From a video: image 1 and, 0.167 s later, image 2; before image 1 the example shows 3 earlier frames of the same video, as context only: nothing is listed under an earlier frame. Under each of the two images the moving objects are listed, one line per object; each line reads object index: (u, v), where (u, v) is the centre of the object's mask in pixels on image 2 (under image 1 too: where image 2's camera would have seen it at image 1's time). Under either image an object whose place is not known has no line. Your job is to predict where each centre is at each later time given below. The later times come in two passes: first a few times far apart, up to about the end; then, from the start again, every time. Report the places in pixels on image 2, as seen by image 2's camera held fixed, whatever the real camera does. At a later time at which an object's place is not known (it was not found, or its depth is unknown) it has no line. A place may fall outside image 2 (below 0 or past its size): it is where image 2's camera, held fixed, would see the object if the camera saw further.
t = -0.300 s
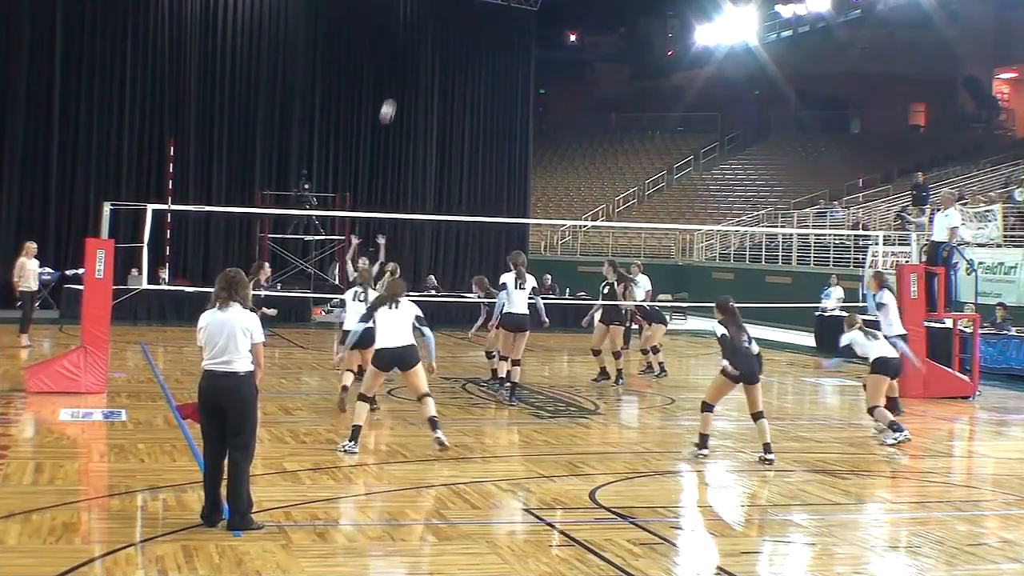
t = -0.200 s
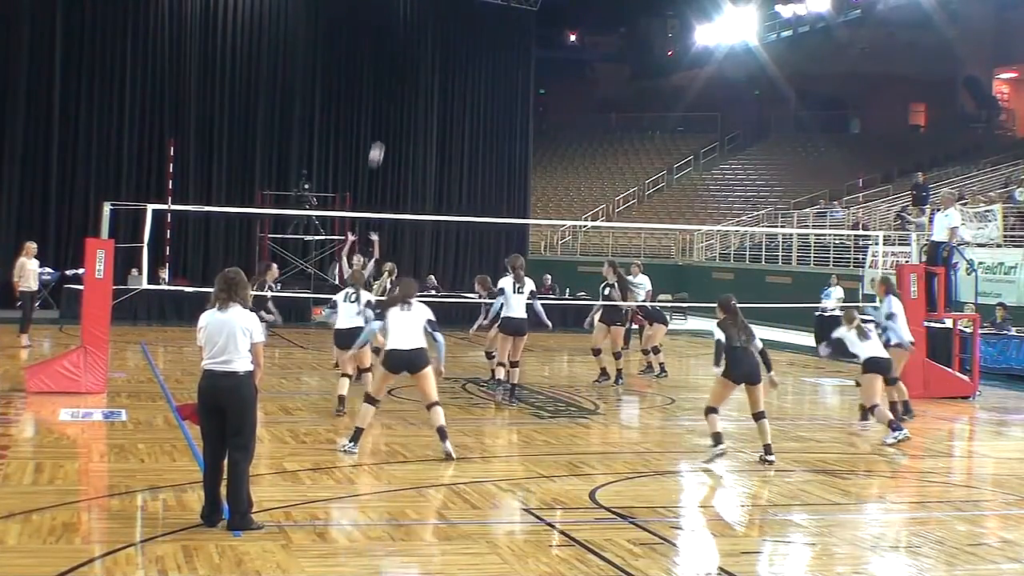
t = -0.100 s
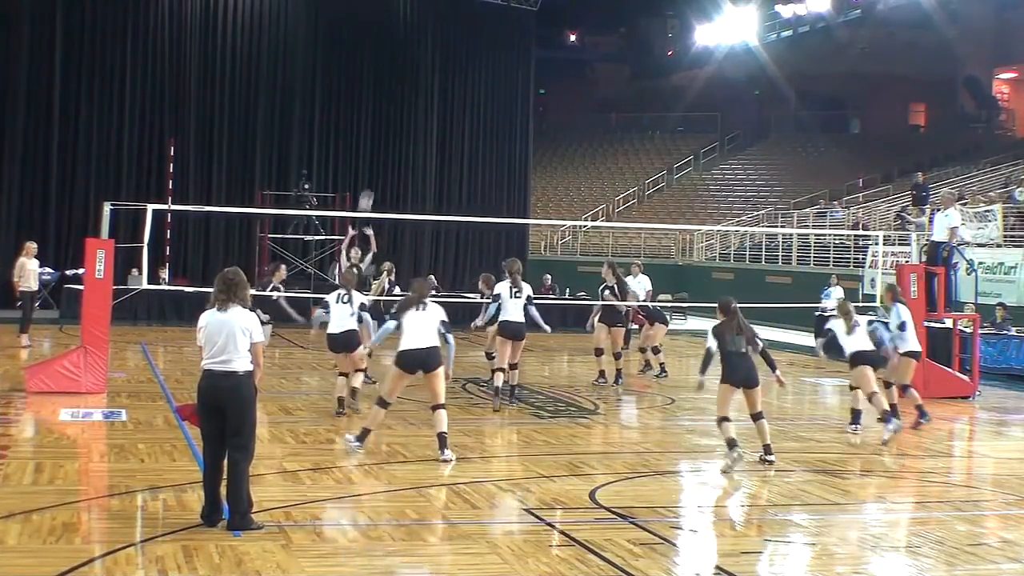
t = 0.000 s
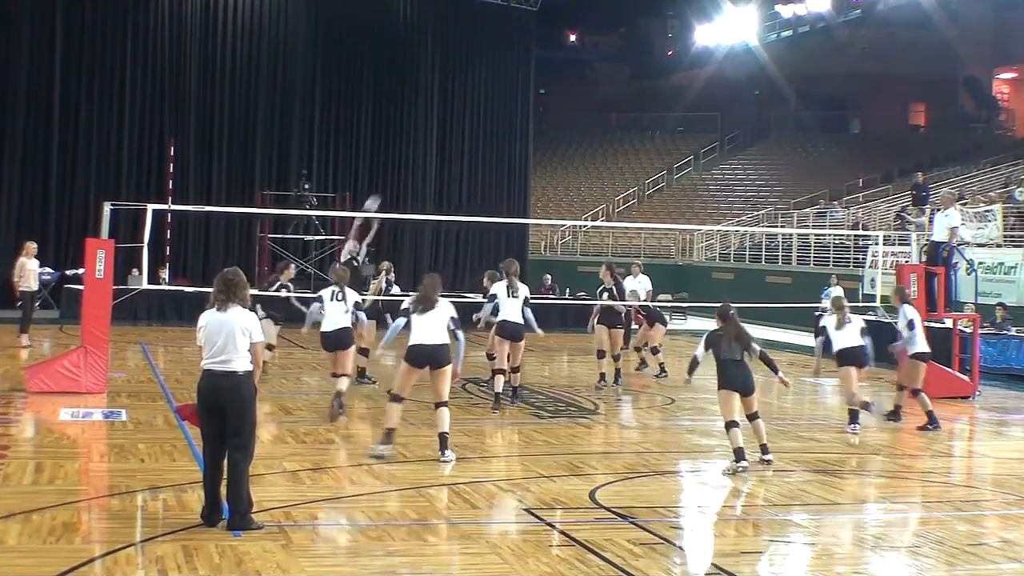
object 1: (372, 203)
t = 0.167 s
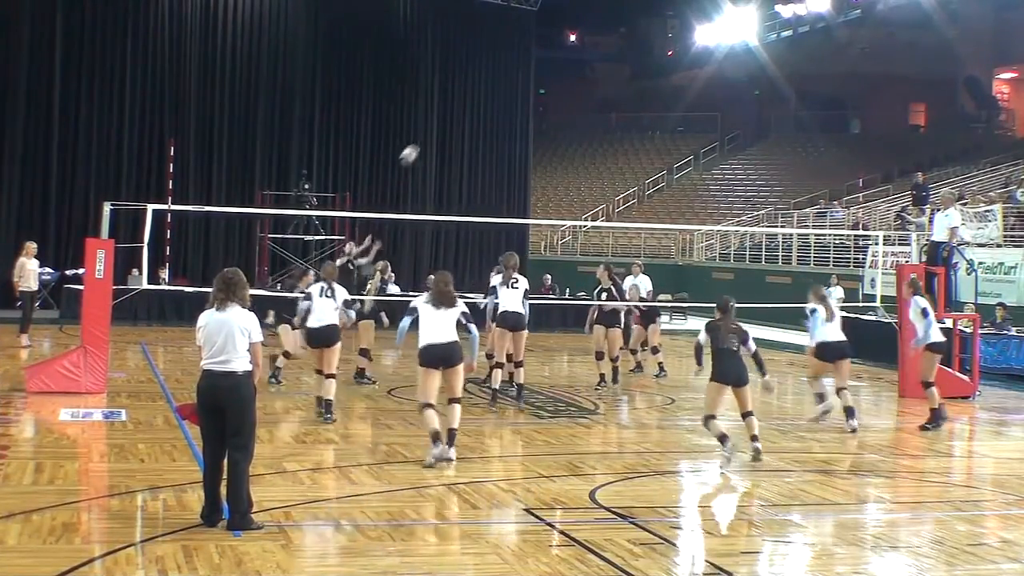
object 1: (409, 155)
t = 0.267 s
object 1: (432, 133)
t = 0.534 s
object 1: (494, 110)
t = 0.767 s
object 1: (549, 136)
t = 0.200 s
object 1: (417, 147)
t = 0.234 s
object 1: (424, 140)
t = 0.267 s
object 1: (432, 133)
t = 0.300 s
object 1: (439, 128)
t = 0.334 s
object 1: (447, 123)
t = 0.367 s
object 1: (455, 119)
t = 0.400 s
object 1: (462, 115)
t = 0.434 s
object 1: (470, 113)
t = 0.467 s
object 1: (478, 111)
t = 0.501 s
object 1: (485, 110)
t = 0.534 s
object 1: (494, 110)
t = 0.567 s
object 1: (501, 111)
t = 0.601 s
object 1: (509, 113)
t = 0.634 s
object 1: (516, 116)
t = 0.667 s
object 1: (524, 119)
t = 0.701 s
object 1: (533, 124)
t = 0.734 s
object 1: (541, 129)
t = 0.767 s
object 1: (549, 136)
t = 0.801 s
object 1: (557, 142)
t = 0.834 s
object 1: (565, 151)
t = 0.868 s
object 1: (573, 160)
